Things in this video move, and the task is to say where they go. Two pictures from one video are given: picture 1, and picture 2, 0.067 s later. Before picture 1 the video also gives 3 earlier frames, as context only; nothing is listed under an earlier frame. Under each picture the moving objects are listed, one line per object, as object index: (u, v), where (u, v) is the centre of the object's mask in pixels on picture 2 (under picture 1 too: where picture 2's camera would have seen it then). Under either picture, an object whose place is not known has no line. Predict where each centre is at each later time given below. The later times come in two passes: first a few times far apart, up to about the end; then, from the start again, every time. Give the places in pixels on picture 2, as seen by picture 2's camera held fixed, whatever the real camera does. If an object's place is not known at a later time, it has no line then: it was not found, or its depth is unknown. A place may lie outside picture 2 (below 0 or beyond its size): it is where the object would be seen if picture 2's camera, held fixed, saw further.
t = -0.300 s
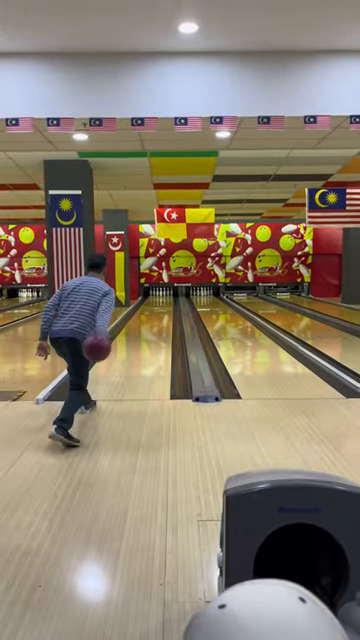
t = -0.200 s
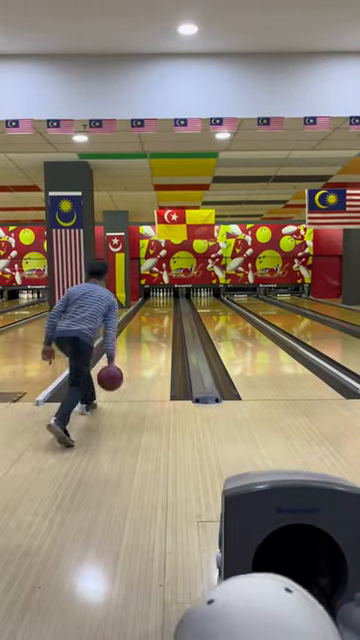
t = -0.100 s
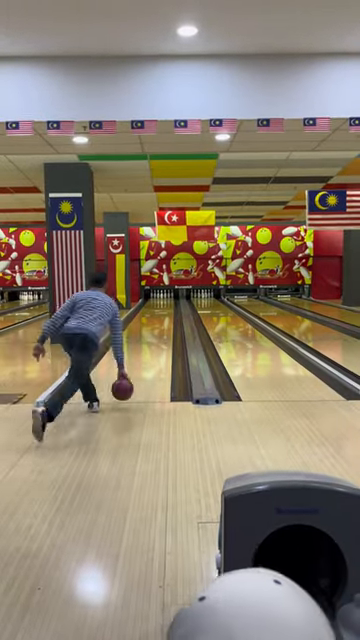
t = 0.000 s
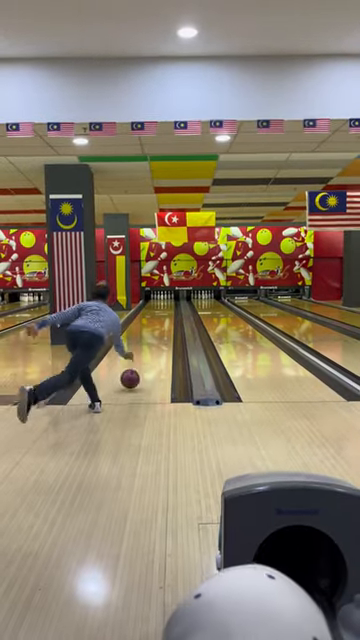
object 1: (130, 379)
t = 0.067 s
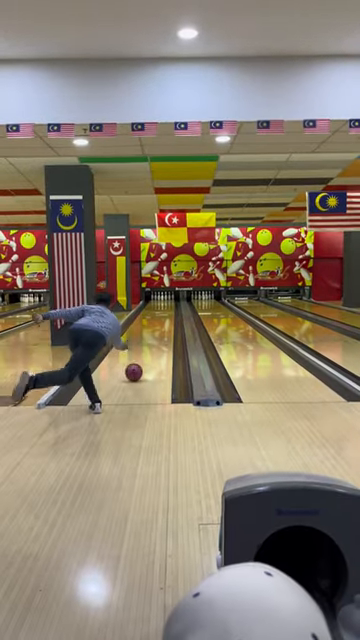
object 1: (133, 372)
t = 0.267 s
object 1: (141, 352)
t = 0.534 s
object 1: (147, 334)
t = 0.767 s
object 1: (150, 324)
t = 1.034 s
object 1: (153, 316)
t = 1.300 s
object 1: (155, 311)
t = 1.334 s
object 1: (155, 310)
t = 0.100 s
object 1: (135, 368)
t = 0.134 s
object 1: (136, 364)
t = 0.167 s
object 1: (137, 361)
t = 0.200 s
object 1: (139, 358)
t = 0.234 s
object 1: (140, 355)
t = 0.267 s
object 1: (141, 352)
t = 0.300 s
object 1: (141, 349)
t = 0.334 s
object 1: (142, 346)
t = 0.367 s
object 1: (143, 344)
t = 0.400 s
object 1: (144, 342)
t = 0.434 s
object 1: (145, 340)
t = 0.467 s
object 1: (146, 338)
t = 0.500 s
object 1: (146, 336)
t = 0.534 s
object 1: (147, 334)
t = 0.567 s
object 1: (148, 332)
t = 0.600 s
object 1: (148, 331)
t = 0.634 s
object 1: (149, 330)
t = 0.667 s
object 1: (149, 328)
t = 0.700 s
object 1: (149, 327)
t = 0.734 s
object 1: (150, 326)
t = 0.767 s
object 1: (150, 324)
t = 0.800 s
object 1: (151, 324)
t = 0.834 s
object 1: (151, 323)
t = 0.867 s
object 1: (151, 321)
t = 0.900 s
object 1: (152, 320)
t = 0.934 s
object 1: (152, 319)
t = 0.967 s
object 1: (153, 318)
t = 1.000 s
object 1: (153, 317)
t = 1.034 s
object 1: (153, 316)
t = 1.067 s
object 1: (153, 315)
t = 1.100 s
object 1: (153, 315)
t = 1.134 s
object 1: (154, 314)
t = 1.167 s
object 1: (154, 314)
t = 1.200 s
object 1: (154, 313)
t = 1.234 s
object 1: (155, 313)
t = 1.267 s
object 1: (154, 312)
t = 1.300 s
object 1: (155, 311)
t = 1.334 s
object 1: (155, 310)
